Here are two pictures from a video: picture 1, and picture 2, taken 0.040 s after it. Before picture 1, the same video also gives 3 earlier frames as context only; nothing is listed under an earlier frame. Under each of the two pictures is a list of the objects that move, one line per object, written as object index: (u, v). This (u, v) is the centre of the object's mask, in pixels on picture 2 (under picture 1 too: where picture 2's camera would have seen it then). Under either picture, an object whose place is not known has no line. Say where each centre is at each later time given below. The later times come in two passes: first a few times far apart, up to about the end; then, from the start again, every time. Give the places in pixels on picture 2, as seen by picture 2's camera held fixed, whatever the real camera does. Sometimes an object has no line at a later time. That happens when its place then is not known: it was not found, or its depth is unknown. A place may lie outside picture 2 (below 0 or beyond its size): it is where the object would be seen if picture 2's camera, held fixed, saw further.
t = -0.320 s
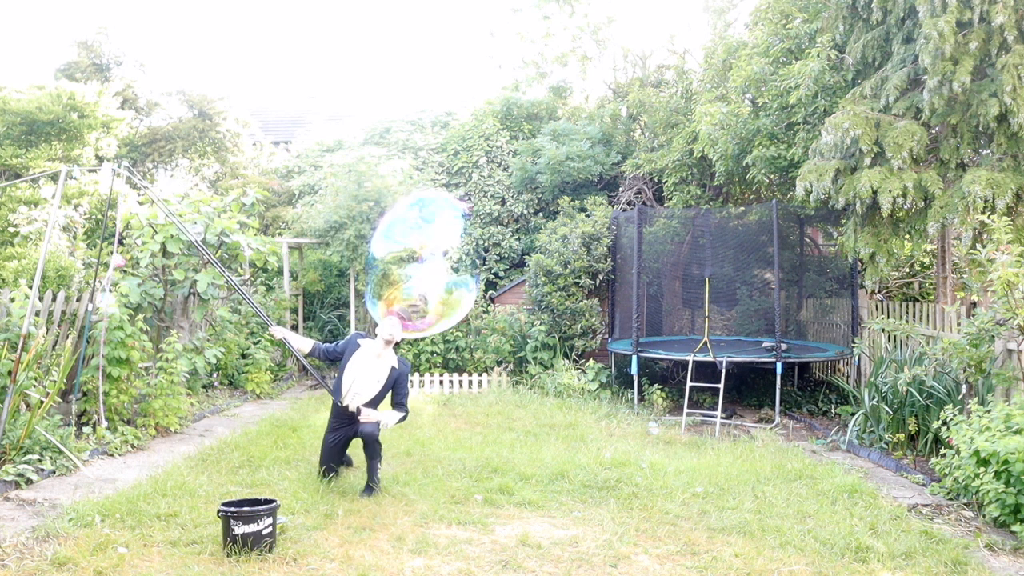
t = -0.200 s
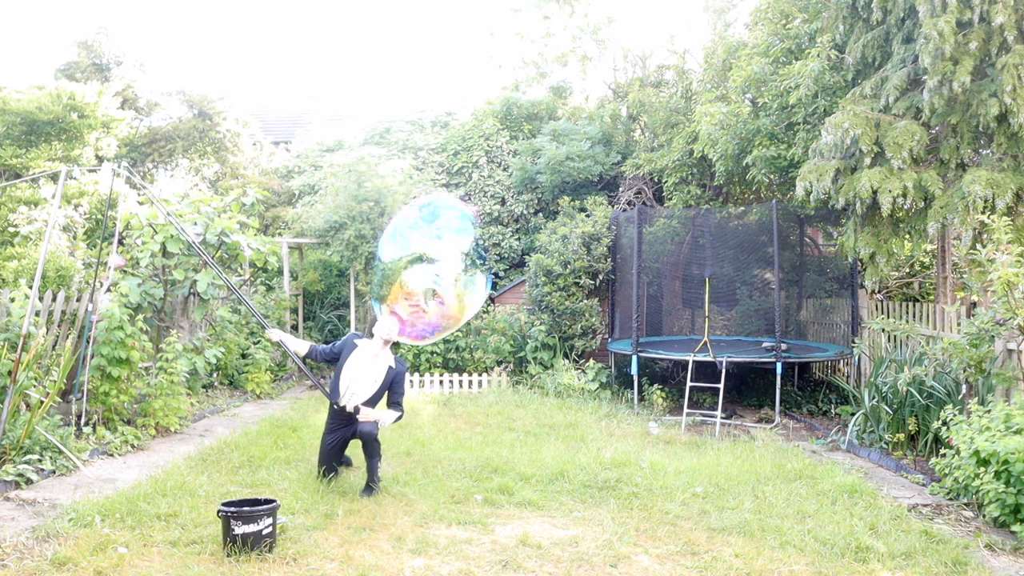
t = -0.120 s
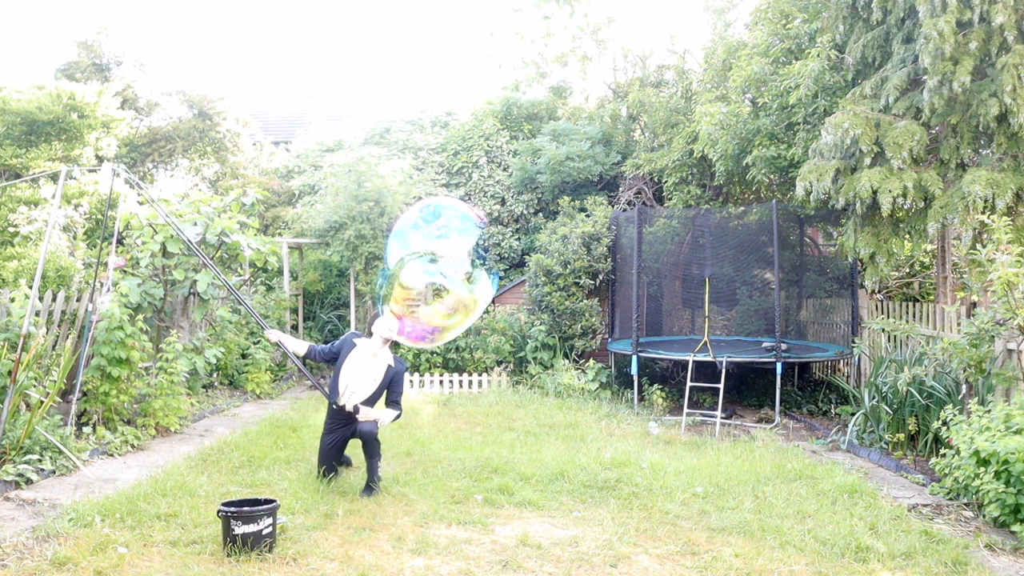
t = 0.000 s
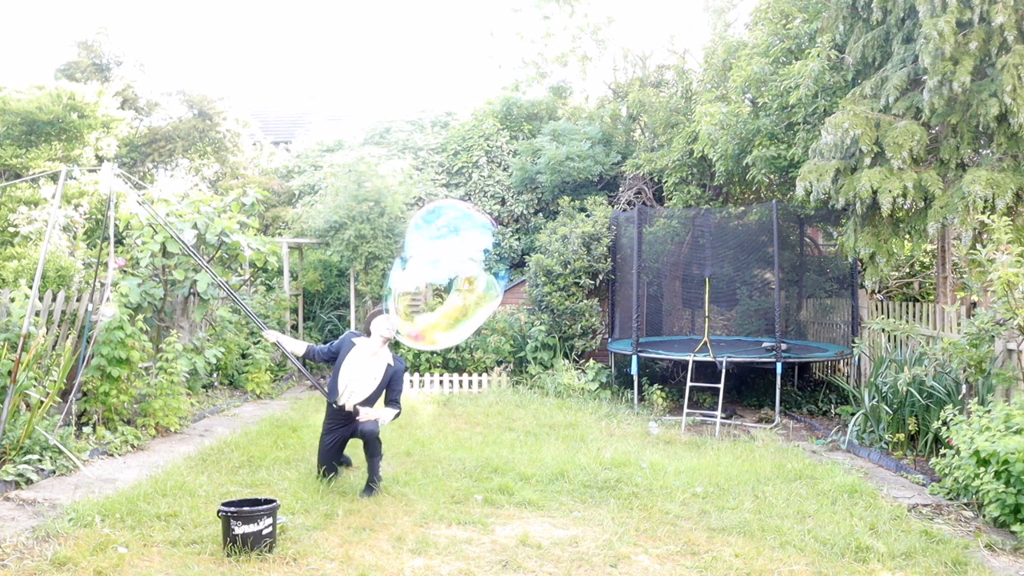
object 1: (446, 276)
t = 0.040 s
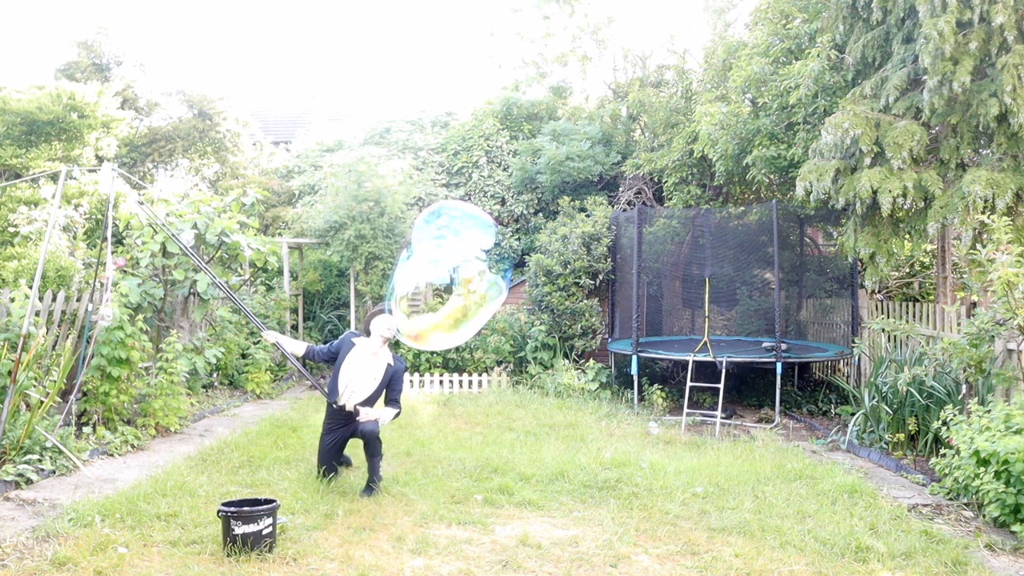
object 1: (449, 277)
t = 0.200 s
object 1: (459, 280)
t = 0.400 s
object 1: (477, 282)
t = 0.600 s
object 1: (498, 281)
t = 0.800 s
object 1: (514, 283)
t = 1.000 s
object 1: (528, 286)
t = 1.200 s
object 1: (543, 287)
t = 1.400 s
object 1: (554, 289)
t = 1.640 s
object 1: (575, 291)
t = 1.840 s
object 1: (588, 291)
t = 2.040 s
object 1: (607, 293)
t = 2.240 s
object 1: (620, 294)
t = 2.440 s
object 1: (632, 295)
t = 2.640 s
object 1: (644, 296)
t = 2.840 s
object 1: (655, 298)
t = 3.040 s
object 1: (667, 302)
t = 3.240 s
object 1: (677, 305)
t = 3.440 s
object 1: (689, 306)
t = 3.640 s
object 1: (702, 307)
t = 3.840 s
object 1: (713, 308)
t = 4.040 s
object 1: (724, 309)
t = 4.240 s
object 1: (735, 310)
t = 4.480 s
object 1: (745, 311)
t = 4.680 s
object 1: (754, 313)
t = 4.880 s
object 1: (763, 315)
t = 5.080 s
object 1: (771, 318)
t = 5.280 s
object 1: (780, 319)
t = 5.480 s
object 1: (788, 322)
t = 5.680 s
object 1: (795, 326)
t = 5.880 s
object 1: (802, 326)
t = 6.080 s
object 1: (810, 330)
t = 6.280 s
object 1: (816, 334)
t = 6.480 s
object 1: (821, 339)
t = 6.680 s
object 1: (826, 344)
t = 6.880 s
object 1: (834, 347)
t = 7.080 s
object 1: (841, 350)
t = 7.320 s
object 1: (848, 354)
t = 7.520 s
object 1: (854, 358)
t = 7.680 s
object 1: (857, 362)
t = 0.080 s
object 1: (451, 277)
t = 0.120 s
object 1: (454, 278)
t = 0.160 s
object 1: (457, 279)
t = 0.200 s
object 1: (459, 280)
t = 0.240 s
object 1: (463, 280)
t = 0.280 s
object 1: (467, 280)
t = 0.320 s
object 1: (470, 280)
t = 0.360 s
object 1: (473, 281)
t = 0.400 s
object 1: (477, 282)
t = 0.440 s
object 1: (482, 282)
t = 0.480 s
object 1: (486, 281)
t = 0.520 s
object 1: (490, 281)
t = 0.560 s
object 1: (494, 281)
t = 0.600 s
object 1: (498, 281)
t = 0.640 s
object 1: (500, 281)
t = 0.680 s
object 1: (505, 281)
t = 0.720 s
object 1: (508, 281)
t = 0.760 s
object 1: (511, 282)
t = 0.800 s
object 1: (514, 283)
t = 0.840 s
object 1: (517, 283)
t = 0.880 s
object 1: (520, 284)
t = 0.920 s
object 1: (522, 284)
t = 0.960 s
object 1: (525, 285)
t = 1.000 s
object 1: (528, 286)
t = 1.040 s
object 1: (531, 286)
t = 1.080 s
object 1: (534, 287)
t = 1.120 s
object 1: (538, 287)
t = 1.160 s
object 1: (541, 287)
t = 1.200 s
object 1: (543, 287)
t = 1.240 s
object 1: (545, 288)
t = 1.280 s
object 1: (547, 288)
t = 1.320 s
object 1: (550, 288)
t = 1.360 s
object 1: (552, 289)
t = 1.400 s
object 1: (554, 289)
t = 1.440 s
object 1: (558, 289)
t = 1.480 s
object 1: (560, 290)
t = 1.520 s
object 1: (564, 290)
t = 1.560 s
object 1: (569, 290)
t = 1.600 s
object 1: (572, 290)
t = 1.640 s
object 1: (575, 291)
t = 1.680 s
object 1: (578, 291)
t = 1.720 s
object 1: (580, 291)
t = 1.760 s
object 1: (583, 291)
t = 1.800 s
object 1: (586, 291)
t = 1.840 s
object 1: (588, 291)
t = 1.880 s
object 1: (590, 291)
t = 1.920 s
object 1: (597, 292)
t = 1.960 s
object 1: (600, 293)
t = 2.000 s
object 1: (602, 293)
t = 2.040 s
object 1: (607, 293)
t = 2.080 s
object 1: (608, 293)
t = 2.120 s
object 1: (611, 294)
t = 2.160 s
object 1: (614, 294)
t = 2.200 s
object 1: (617, 294)
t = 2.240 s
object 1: (620, 294)
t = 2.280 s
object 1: (621, 295)
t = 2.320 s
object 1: (624, 295)
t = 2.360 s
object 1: (627, 295)
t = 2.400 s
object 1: (629, 295)
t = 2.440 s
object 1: (632, 295)
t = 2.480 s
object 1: (635, 295)
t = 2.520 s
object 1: (637, 296)
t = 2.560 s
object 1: (640, 296)
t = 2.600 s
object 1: (642, 296)
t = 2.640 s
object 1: (644, 296)
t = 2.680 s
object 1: (646, 296)
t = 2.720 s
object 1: (649, 296)
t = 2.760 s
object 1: (651, 297)
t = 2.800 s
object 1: (653, 297)
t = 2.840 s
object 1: (655, 298)
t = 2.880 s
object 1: (658, 299)
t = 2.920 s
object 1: (660, 299)
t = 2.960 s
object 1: (663, 300)
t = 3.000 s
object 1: (666, 301)
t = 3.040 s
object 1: (667, 302)
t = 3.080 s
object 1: (669, 302)
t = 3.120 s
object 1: (671, 303)
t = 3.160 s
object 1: (673, 304)
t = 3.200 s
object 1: (675, 304)
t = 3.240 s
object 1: (677, 305)
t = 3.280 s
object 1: (680, 305)
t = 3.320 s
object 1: (682, 306)
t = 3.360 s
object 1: (684, 306)
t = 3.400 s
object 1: (687, 306)
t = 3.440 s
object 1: (689, 306)
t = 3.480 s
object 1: (692, 306)
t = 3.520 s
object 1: (693, 308)
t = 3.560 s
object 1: (697, 307)
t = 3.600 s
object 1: (699, 307)
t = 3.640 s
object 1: (702, 307)
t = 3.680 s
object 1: (704, 308)
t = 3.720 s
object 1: (707, 308)
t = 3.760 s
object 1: (709, 308)
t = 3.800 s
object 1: (711, 308)
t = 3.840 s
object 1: (713, 308)
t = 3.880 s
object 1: (715, 308)
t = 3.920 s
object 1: (718, 308)
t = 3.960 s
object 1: (720, 308)
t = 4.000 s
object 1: (722, 309)
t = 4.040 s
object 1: (724, 309)
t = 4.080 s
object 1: (727, 309)
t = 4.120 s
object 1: (729, 309)
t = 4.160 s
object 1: (731, 310)
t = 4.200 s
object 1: (733, 310)
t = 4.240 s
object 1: (735, 310)
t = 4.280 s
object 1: (737, 310)
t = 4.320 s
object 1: (738, 309)
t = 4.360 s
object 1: (740, 310)
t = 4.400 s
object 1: (741, 310)
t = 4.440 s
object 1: (743, 311)
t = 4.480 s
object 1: (745, 311)
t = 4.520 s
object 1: (746, 311)
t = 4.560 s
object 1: (748, 312)
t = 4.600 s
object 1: (750, 312)
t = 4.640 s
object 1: (751, 313)
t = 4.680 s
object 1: (754, 313)
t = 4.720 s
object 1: (756, 314)
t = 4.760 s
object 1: (758, 314)
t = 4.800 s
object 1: (760, 315)
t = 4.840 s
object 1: (761, 315)
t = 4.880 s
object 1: (763, 315)
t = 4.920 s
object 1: (764, 316)
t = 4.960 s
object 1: (766, 316)
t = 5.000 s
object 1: (768, 317)
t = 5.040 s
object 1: (770, 317)
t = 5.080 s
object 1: (771, 318)
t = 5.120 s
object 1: (773, 318)
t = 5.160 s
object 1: (774, 318)
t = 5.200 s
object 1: (776, 318)
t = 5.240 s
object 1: (778, 319)
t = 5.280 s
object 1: (780, 319)
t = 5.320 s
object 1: (781, 320)
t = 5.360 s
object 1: (783, 320)
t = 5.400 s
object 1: (784, 321)
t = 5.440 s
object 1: (786, 322)
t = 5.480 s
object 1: (788, 322)
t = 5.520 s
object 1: (789, 323)
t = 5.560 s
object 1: (790, 324)
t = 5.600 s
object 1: (792, 324)
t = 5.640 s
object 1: (793, 325)
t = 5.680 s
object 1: (795, 326)
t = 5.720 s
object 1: (797, 326)
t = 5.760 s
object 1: (798, 326)
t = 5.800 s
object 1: (800, 326)
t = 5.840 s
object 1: (801, 326)
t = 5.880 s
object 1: (802, 326)
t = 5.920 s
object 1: (804, 327)
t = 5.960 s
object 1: (806, 327)
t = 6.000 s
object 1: (807, 328)
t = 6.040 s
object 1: (807, 330)
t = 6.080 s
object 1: (810, 330)
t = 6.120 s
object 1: (811, 330)
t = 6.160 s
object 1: (812, 331)
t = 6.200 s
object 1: (813, 333)
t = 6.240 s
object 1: (815, 333)
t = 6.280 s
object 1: (816, 334)
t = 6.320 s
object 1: (817, 335)
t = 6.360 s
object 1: (818, 336)
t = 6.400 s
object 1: (819, 337)
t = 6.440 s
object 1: (820, 338)
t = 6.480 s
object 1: (821, 339)
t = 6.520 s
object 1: (822, 340)
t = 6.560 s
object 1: (823, 340)
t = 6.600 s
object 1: (824, 342)
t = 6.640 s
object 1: (825, 342)
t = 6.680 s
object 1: (826, 344)
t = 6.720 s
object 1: (828, 343)
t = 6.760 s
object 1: (830, 344)
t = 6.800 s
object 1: (830, 347)
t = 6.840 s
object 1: (832, 347)
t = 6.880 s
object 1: (834, 347)
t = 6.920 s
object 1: (835, 347)
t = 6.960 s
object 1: (836, 348)
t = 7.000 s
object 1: (838, 349)
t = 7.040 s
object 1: (840, 349)
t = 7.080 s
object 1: (841, 350)
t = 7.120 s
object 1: (842, 350)
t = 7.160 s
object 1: (843, 351)
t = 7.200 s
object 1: (844, 351)
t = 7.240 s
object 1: (846, 352)
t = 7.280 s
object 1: (847, 353)
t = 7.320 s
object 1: (848, 354)
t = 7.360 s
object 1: (851, 355)
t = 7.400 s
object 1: (851, 355)
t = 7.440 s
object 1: (852, 356)
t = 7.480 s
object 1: (853, 357)
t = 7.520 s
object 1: (854, 358)
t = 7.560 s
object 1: (855, 359)
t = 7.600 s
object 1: (856, 360)
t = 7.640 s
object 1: (856, 361)
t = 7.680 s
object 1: (857, 362)
